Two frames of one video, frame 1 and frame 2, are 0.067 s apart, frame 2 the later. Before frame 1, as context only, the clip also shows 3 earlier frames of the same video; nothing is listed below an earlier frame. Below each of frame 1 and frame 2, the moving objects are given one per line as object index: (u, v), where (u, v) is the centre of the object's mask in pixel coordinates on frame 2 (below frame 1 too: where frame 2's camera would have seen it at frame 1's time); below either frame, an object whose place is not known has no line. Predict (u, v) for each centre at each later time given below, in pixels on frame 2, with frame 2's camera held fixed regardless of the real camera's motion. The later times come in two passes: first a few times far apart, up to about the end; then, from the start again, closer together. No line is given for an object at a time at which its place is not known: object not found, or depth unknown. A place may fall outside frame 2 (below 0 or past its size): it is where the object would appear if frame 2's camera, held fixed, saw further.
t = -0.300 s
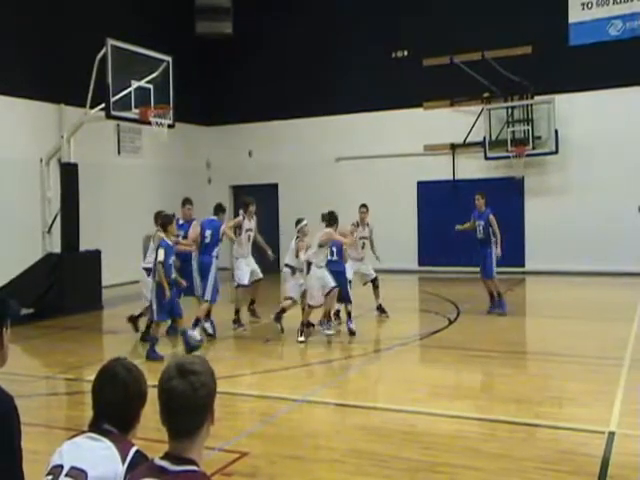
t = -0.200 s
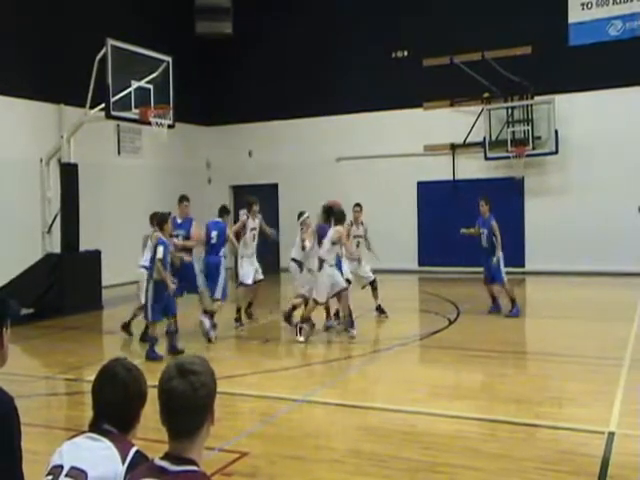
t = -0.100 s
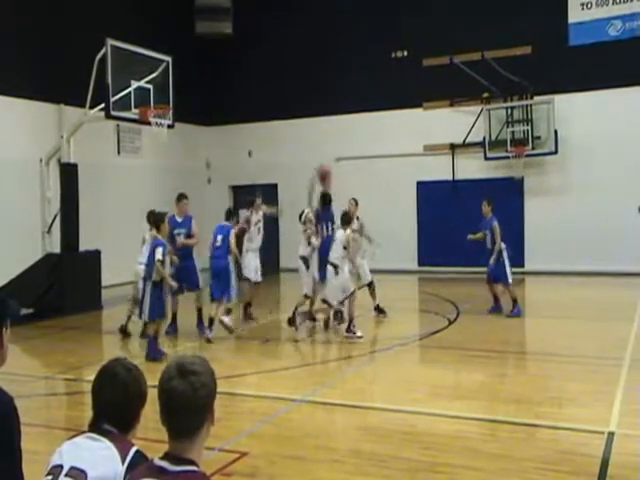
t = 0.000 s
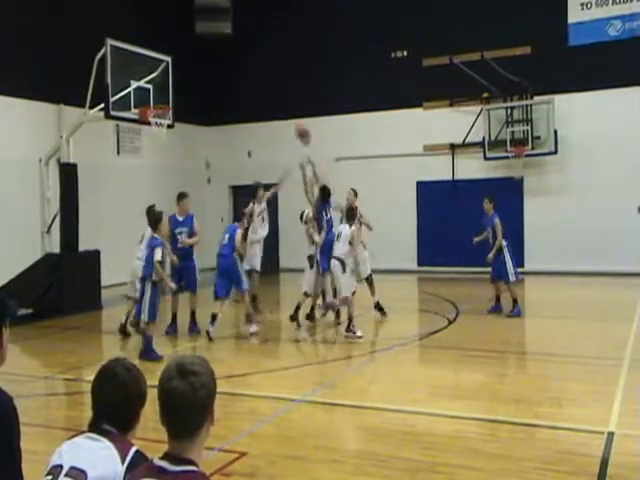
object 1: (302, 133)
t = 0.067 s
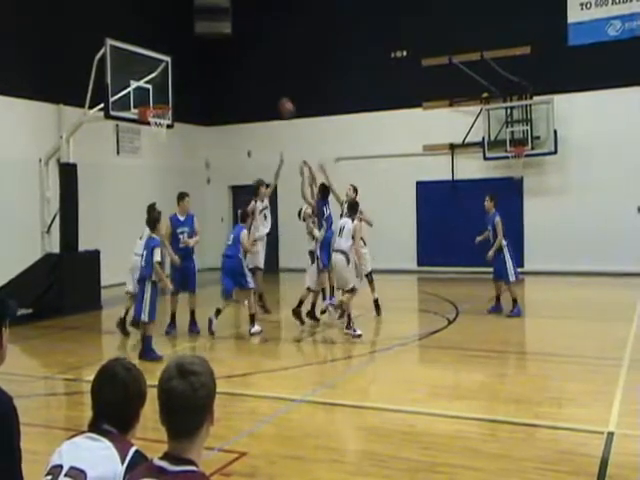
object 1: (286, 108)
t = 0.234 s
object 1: (249, 68)
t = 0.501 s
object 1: (196, 49)
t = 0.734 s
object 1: (155, 70)
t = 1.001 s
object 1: (187, 115)
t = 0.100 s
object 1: (278, 100)
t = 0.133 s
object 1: (271, 89)
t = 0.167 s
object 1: (264, 82)
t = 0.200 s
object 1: (257, 76)
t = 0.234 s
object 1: (249, 68)
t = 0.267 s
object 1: (242, 63)
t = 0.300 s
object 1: (235, 58)
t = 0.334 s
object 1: (229, 55)
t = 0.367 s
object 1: (221, 53)
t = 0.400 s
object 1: (215, 50)
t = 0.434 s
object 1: (209, 49)
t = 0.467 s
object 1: (202, 48)
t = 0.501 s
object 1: (196, 49)
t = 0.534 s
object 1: (190, 49)
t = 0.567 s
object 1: (184, 51)
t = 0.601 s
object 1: (179, 53)
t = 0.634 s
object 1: (174, 55)
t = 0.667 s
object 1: (167, 59)
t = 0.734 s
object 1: (155, 70)
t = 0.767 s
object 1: (152, 76)
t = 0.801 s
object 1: (155, 79)
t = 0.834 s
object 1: (159, 81)
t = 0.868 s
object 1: (166, 88)
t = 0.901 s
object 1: (172, 95)
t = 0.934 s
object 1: (178, 102)
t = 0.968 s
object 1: (182, 107)
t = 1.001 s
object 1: (187, 115)
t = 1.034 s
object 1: (192, 123)
